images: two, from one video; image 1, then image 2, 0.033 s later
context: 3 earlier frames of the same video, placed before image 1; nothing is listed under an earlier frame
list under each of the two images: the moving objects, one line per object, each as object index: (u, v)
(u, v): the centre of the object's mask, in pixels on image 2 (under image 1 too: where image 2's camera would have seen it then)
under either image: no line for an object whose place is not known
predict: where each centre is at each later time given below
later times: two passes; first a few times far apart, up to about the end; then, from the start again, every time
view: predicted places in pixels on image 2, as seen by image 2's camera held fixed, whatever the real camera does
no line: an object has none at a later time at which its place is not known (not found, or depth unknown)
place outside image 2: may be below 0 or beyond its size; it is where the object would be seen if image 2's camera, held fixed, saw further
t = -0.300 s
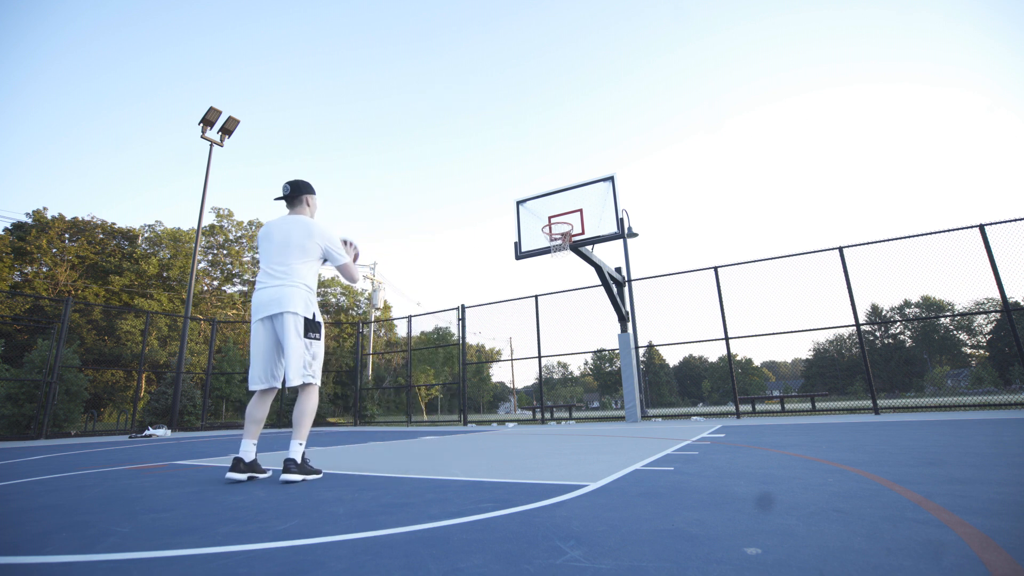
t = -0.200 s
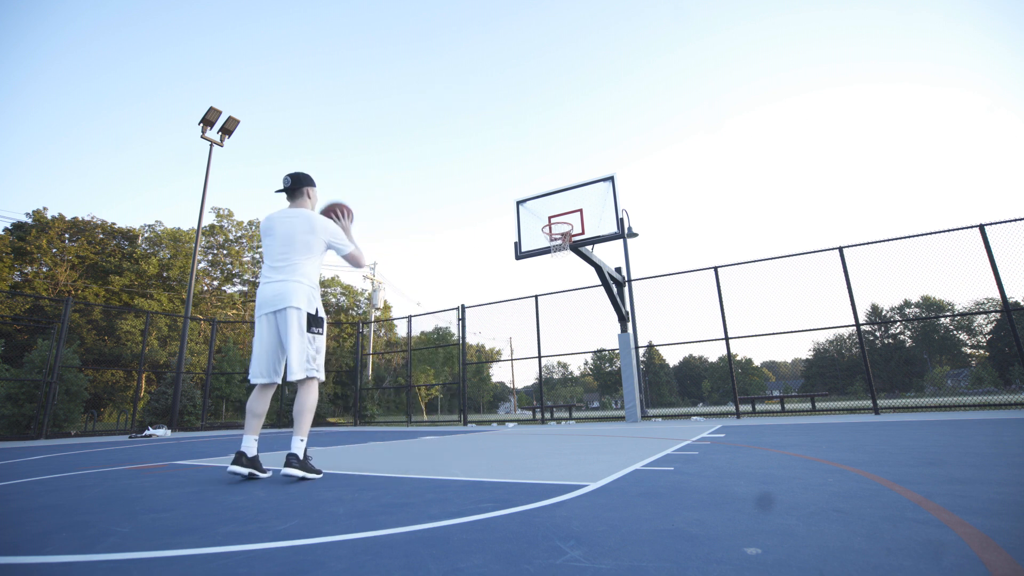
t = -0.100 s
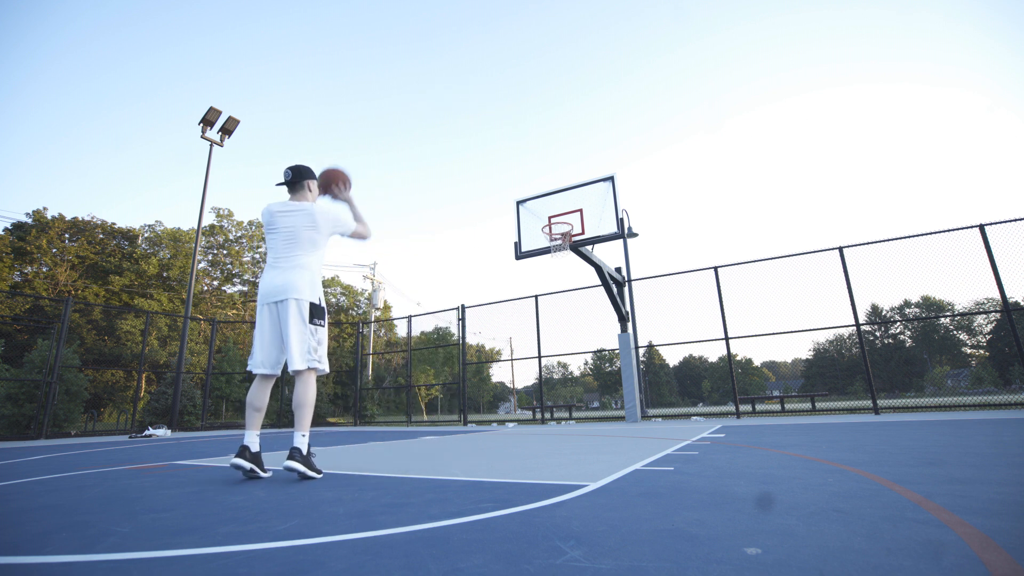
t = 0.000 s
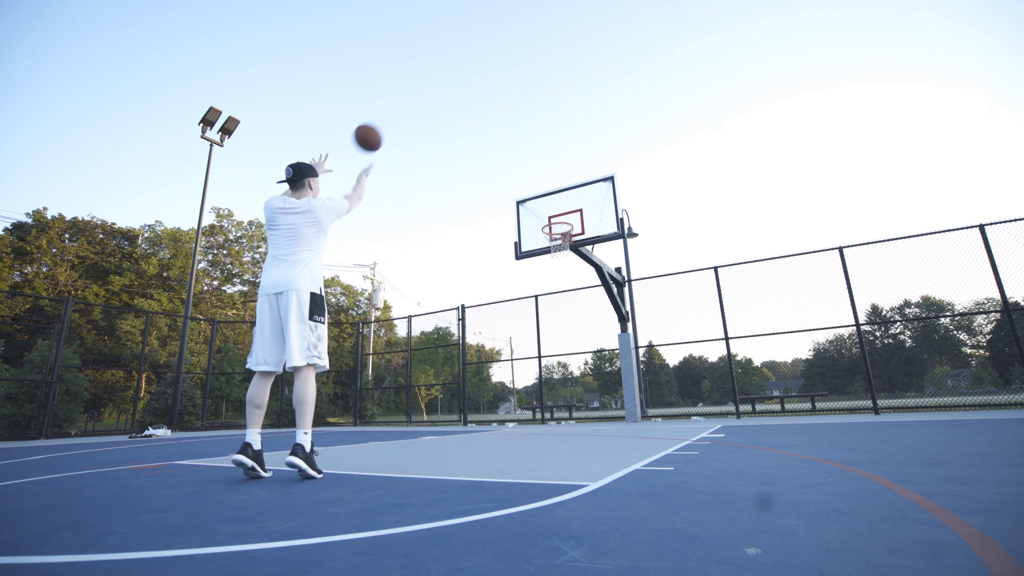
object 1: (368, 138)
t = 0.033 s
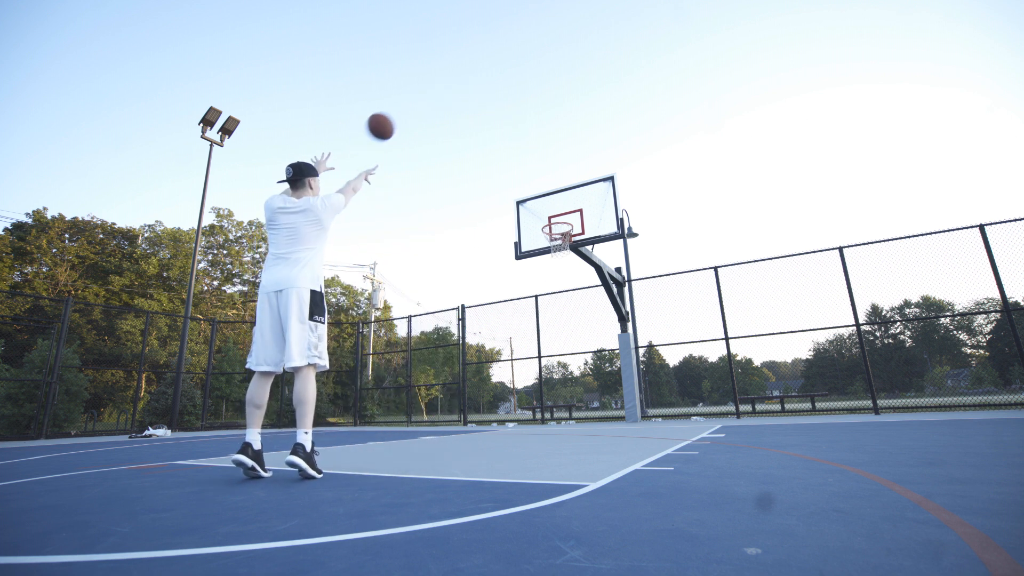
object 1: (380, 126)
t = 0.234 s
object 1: (440, 93)
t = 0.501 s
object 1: (492, 104)
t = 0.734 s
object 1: (526, 146)
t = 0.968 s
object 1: (556, 211)
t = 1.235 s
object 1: (561, 277)
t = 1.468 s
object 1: (557, 353)
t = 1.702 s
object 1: (552, 400)
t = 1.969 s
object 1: (534, 337)
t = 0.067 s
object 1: (392, 117)
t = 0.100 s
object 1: (403, 109)
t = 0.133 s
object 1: (413, 103)
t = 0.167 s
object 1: (423, 98)
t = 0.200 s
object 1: (431, 95)
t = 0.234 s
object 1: (440, 93)
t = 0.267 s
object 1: (447, 91)
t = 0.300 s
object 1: (455, 91)
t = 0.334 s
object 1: (462, 91)
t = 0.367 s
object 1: (468, 92)
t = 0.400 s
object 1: (475, 94)
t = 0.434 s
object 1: (481, 97)
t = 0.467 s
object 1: (486, 100)
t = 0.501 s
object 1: (492, 104)
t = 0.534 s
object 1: (497, 108)
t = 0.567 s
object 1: (503, 113)
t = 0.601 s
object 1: (508, 119)
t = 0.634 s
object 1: (513, 125)
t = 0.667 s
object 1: (517, 131)
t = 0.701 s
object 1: (522, 138)
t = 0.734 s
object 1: (526, 146)
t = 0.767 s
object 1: (531, 154)
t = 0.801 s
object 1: (535, 162)
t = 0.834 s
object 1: (539, 171)
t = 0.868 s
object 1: (544, 180)
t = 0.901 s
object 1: (548, 190)
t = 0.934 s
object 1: (552, 200)
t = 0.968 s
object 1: (556, 211)
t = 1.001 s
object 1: (560, 221)
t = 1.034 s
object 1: (563, 234)
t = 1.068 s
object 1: (564, 239)
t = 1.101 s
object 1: (564, 250)
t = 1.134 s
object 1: (563, 254)
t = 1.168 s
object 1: (562, 261)
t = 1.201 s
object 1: (561, 269)
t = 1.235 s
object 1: (561, 277)
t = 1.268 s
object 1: (560, 285)
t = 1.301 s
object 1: (560, 295)
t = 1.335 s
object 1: (559, 305)
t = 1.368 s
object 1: (558, 316)
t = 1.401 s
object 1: (558, 328)
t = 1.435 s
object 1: (558, 340)
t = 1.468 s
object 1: (557, 353)
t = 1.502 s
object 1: (557, 367)
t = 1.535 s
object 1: (558, 382)
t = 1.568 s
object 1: (557, 396)
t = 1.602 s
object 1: (557, 412)
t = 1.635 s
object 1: (556, 424)
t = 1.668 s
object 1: (554, 411)
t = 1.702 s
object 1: (552, 400)
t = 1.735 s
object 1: (549, 390)
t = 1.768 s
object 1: (547, 381)
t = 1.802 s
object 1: (545, 373)
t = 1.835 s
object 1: (542, 363)
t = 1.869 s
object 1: (540, 356)
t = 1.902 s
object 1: (538, 349)
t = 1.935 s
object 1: (536, 343)
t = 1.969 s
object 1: (534, 337)
